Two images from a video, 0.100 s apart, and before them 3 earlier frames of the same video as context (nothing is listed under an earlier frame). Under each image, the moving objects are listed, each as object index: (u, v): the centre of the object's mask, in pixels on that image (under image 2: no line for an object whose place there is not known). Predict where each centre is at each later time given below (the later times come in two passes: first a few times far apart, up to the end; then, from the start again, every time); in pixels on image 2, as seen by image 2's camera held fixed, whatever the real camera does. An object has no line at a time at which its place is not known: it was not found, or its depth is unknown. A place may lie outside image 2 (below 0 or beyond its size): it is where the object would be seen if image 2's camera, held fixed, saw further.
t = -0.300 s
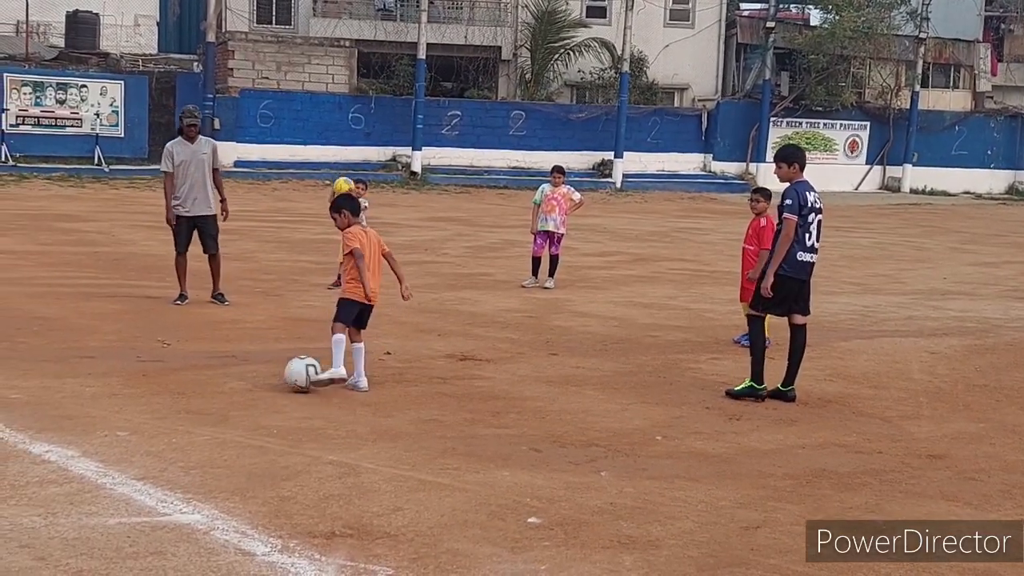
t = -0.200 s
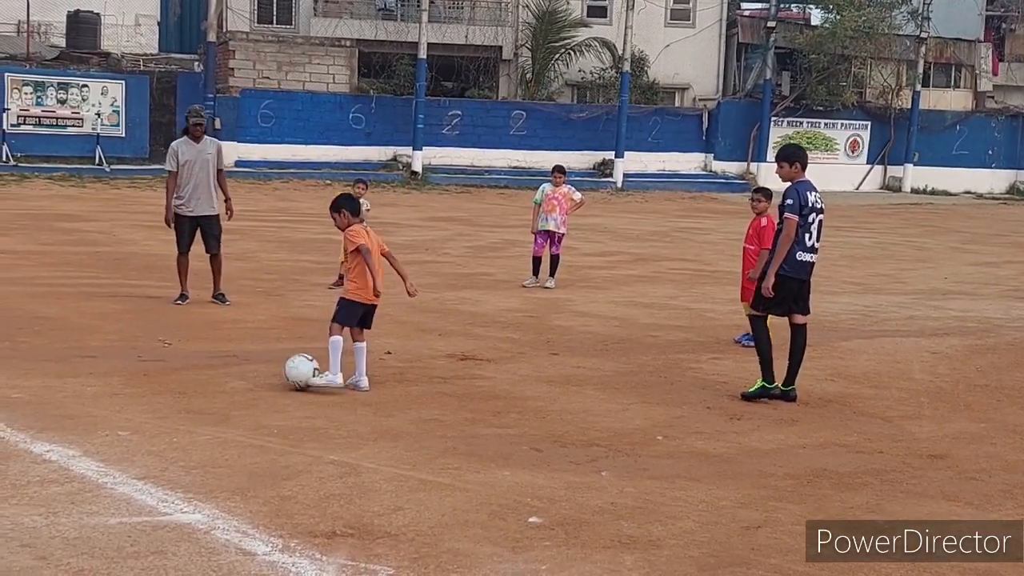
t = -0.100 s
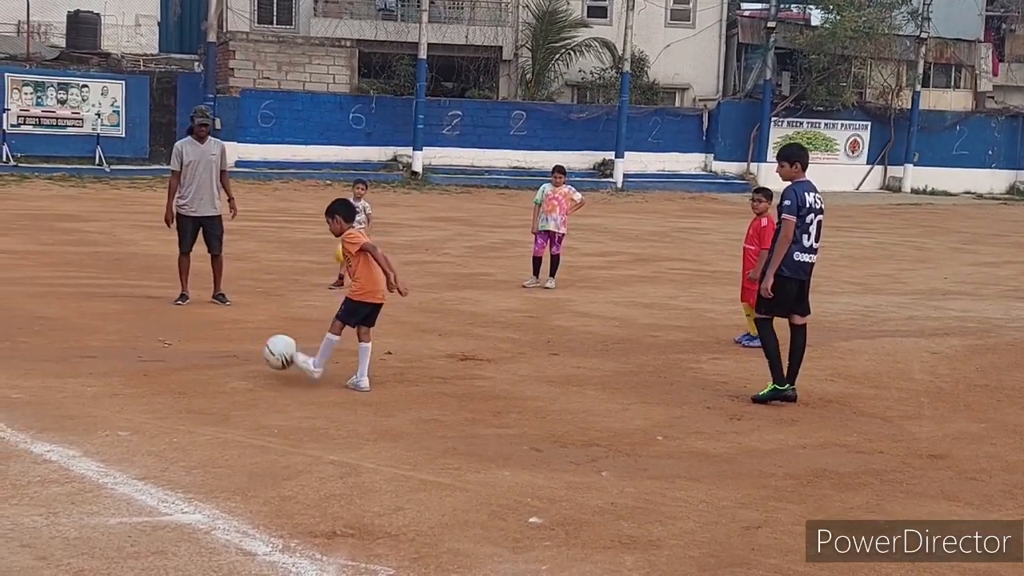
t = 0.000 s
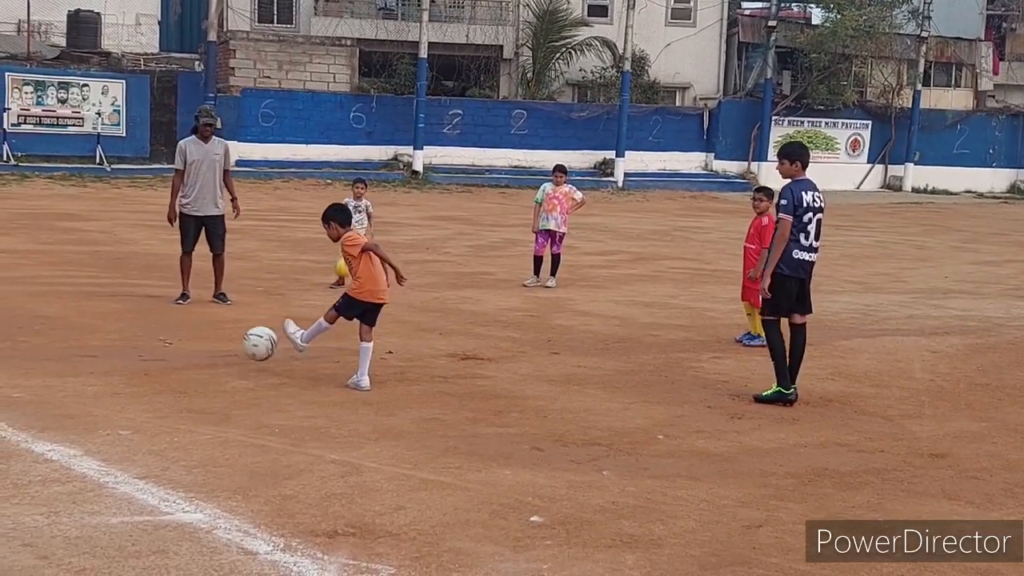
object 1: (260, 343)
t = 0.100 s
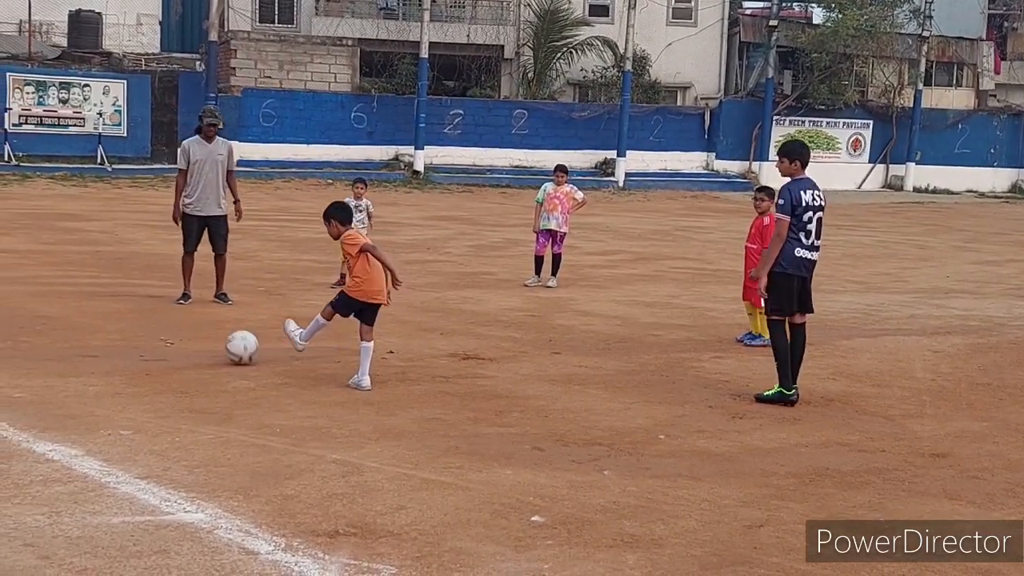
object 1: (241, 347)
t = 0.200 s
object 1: (231, 334)
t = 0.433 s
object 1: (204, 328)
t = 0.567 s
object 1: (190, 329)
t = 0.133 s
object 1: (238, 341)
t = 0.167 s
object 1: (234, 337)
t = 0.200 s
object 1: (231, 334)
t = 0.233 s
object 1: (227, 333)
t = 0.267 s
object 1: (223, 333)
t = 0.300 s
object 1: (220, 334)
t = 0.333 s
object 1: (215, 338)
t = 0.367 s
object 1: (211, 334)
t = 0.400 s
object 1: (207, 330)
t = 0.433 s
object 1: (204, 328)
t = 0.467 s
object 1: (201, 326)
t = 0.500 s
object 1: (197, 327)
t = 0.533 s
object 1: (194, 328)
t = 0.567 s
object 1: (190, 329)
